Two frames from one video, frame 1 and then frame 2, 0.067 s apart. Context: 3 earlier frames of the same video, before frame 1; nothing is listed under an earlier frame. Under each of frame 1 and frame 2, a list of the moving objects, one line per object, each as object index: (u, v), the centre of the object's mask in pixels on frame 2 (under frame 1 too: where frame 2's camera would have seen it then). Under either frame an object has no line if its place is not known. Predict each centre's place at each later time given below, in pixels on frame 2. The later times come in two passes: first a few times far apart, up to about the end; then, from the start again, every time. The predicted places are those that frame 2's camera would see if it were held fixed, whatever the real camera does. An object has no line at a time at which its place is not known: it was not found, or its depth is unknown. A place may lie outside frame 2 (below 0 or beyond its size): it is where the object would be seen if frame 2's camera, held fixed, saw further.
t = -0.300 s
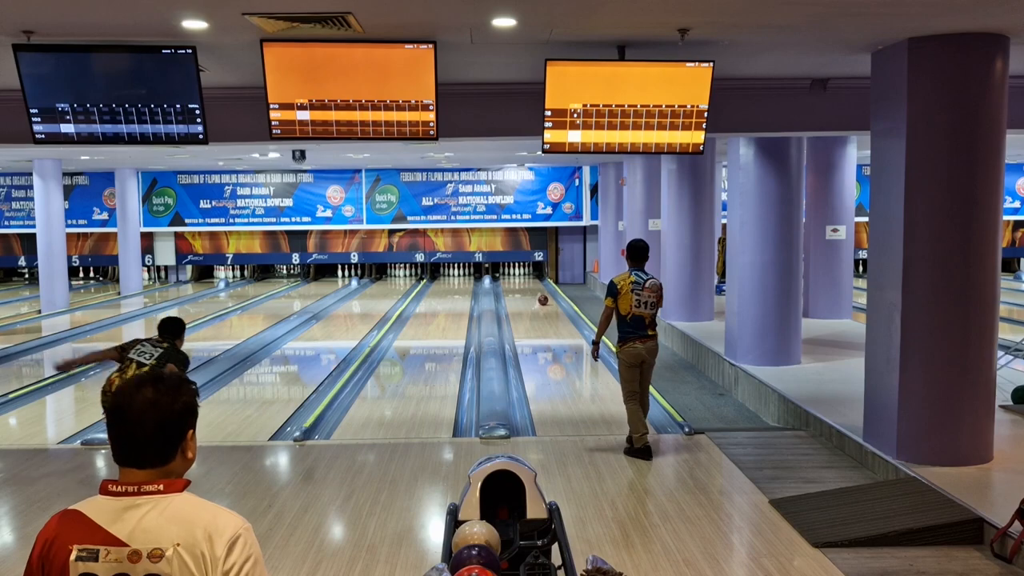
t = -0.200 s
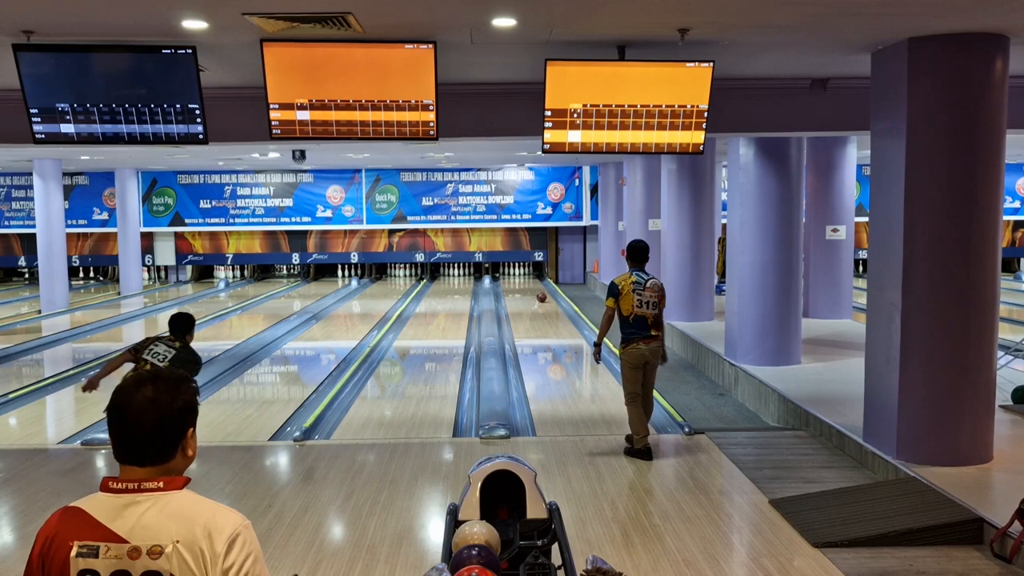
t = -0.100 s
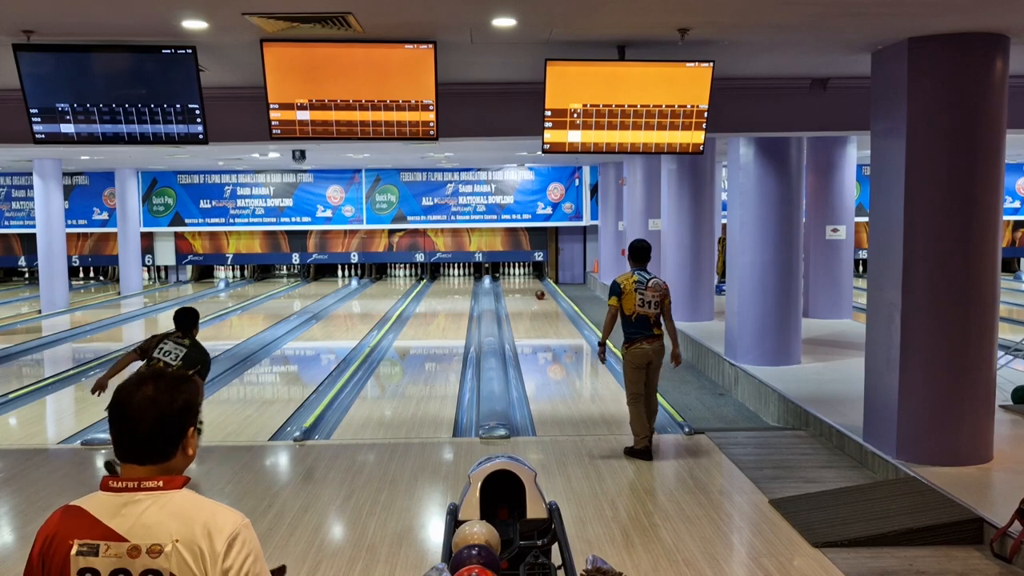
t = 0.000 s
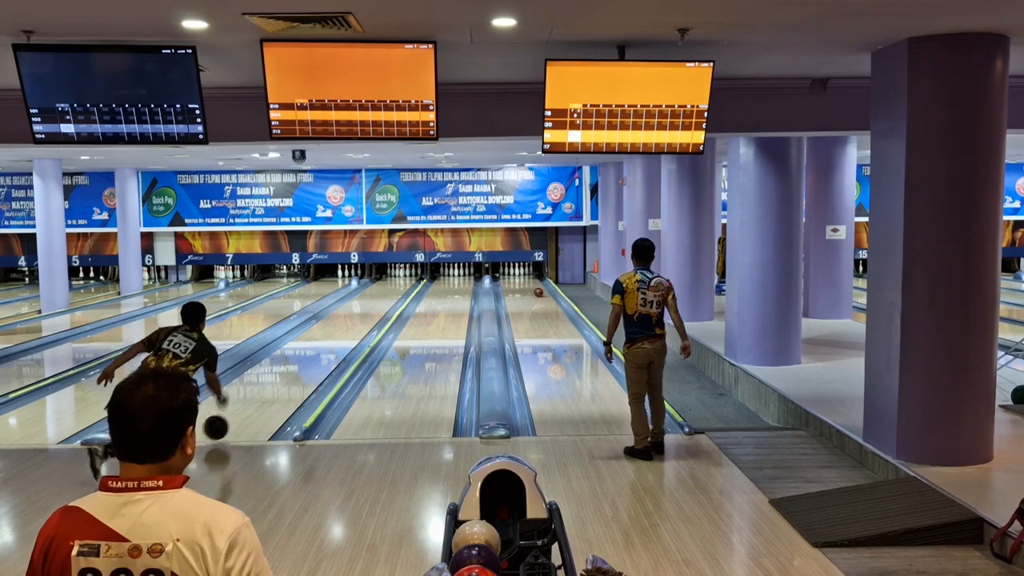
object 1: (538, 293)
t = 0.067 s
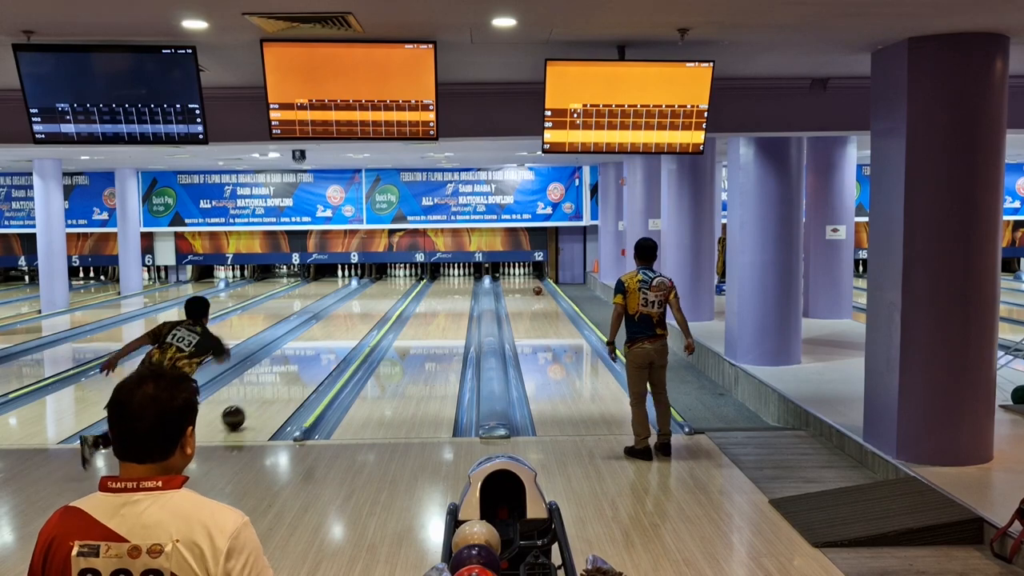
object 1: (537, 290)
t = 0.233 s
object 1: (534, 286)
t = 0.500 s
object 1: (530, 282)
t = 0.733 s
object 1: (526, 278)
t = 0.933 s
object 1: (521, 276)
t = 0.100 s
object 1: (537, 289)
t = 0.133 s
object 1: (536, 289)
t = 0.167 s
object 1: (536, 288)
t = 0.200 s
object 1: (535, 287)
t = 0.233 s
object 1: (534, 286)
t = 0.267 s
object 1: (534, 286)
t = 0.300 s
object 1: (533, 285)
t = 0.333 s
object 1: (533, 285)
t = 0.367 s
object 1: (532, 284)
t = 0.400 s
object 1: (532, 284)
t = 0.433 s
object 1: (531, 283)
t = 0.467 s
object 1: (531, 283)
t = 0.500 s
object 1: (530, 282)
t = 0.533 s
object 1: (529, 281)
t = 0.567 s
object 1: (529, 280)
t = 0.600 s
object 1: (528, 280)
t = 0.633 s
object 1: (528, 279)
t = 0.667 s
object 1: (527, 279)
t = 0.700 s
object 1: (527, 278)
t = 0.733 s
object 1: (526, 278)
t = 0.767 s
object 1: (526, 278)
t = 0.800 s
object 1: (525, 277)
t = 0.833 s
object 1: (524, 277)
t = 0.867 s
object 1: (523, 277)
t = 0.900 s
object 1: (522, 276)
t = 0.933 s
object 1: (521, 276)
